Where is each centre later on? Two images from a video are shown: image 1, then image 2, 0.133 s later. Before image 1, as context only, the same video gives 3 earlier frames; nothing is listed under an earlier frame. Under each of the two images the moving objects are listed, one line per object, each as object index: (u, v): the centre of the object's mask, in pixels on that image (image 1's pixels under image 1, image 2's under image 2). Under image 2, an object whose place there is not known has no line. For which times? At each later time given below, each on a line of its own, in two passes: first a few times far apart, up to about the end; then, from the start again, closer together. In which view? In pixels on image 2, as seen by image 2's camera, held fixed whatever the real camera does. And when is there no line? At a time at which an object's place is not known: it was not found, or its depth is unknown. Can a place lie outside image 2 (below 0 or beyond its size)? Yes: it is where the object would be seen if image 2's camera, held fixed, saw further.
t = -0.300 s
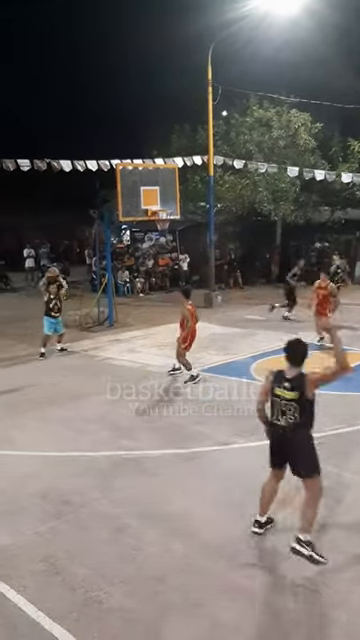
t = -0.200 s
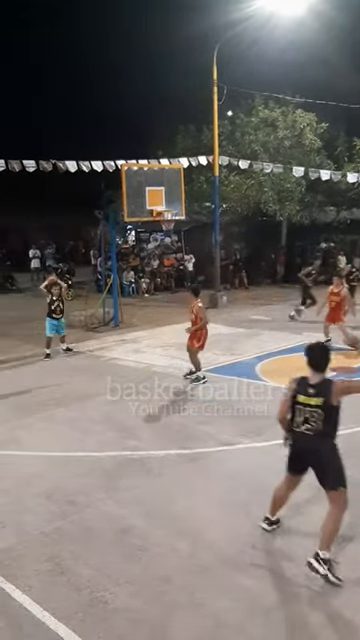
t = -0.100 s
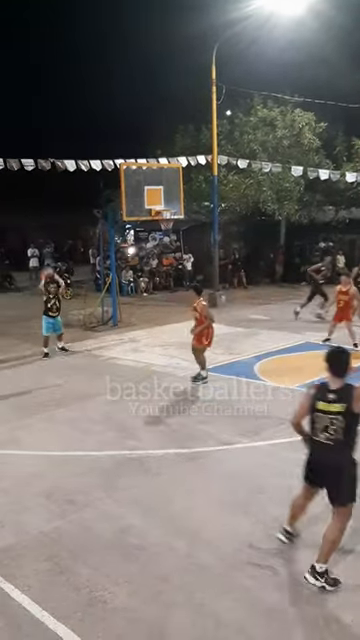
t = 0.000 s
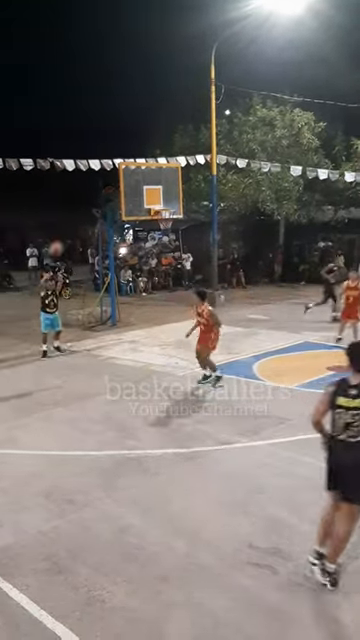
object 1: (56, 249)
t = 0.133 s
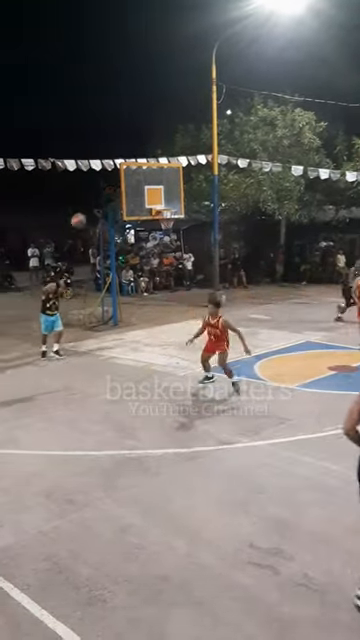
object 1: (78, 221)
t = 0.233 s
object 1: (96, 204)
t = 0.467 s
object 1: (154, 183)
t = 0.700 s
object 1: (246, 205)
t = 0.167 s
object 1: (84, 215)
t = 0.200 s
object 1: (90, 209)
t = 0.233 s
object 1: (96, 204)
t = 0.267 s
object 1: (103, 199)
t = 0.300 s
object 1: (110, 194)
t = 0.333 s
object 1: (118, 191)
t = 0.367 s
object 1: (125, 188)
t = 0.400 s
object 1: (134, 184)
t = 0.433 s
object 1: (143, 183)
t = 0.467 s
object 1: (154, 183)
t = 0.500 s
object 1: (164, 183)
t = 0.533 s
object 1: (174, 183)
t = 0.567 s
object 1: (187, 184)
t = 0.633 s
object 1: (213, 191)
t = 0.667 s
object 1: (228, 197)
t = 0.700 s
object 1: (246, 205)
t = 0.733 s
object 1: (263, 213)
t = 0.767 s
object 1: (283, 223)
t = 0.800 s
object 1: (304, 235)
